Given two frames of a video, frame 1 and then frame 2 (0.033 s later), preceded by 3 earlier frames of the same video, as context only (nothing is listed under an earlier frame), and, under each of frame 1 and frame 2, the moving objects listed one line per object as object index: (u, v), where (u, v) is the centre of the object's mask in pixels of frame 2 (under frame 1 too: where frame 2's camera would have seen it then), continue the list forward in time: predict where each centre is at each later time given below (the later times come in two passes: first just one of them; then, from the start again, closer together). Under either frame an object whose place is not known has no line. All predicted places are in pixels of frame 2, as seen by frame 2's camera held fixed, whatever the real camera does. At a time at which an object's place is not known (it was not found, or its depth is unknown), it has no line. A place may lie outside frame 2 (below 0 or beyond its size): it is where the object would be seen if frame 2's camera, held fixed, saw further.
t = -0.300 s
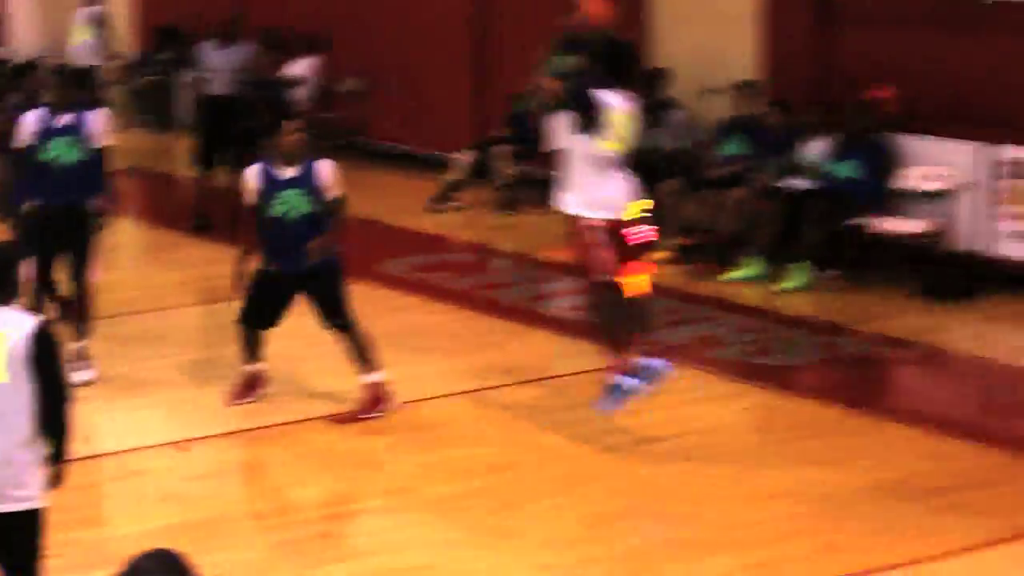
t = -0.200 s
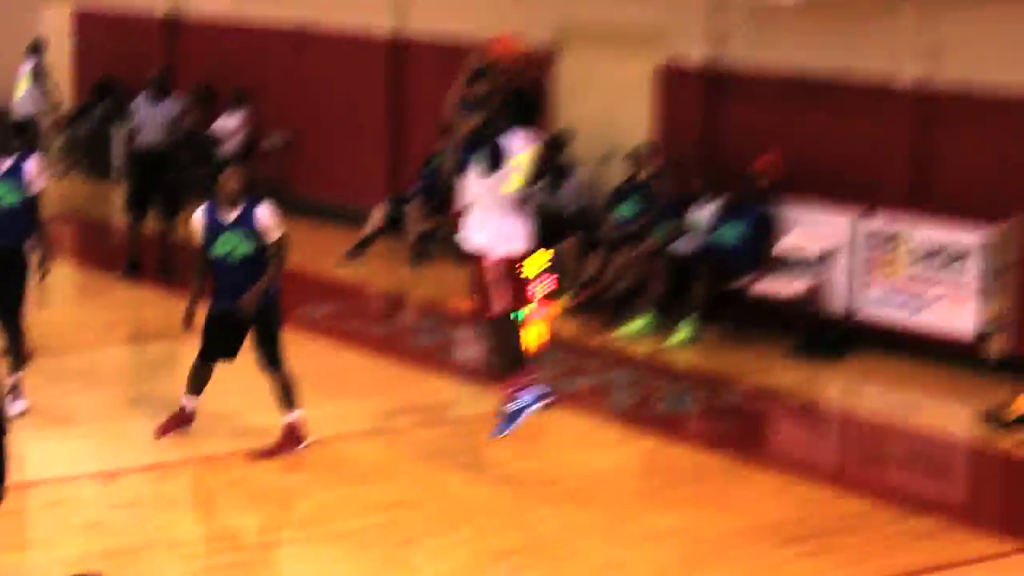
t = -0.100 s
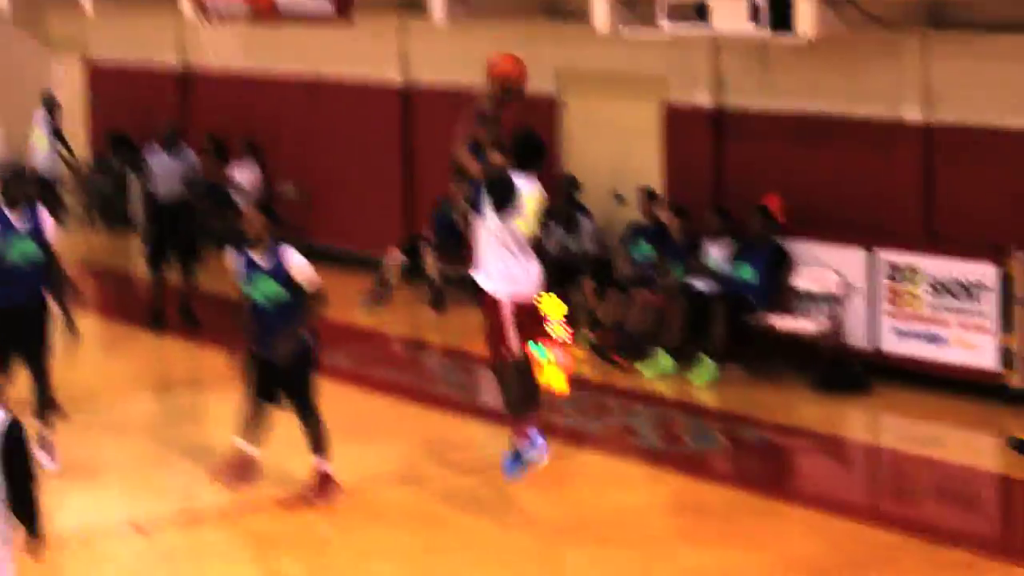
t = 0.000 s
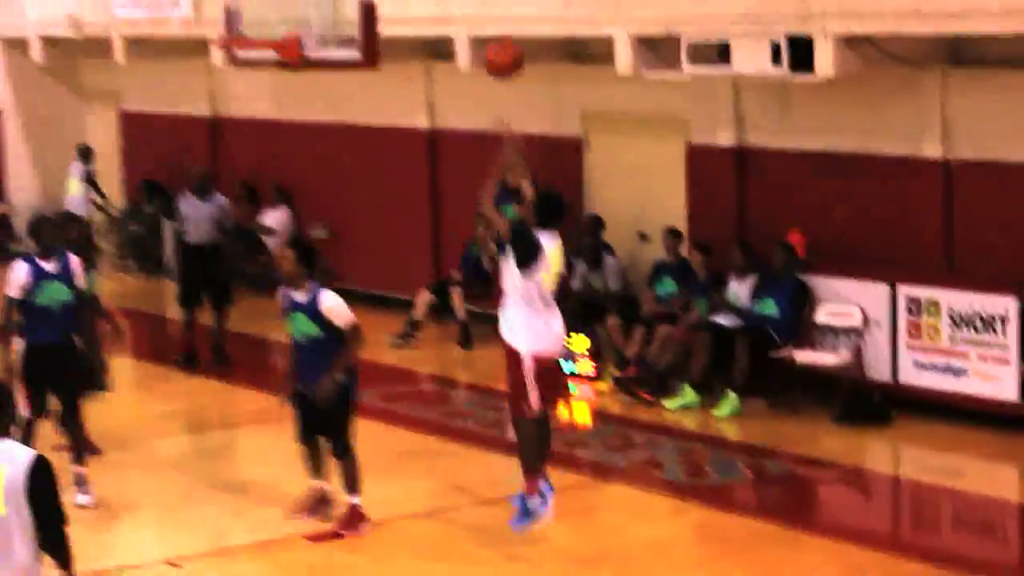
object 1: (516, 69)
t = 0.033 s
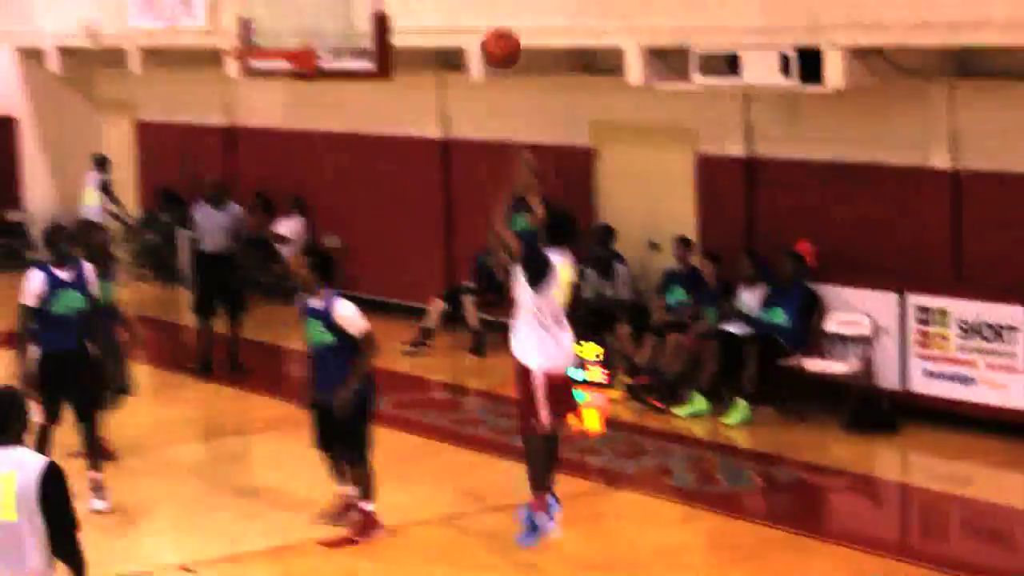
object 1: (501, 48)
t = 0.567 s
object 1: (316, -34)
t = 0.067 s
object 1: (487, 29)
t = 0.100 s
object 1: (474, 12)
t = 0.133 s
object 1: (461, -3)
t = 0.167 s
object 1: (449, -15)
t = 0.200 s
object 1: (436, -25)
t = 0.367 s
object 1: (379, -48)
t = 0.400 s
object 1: (366, -51)
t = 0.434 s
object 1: (357, -51)
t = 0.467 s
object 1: (347, -50)
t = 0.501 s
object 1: (336, -47)
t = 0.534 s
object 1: (326, -40)
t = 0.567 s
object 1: (316, -34)
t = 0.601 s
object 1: (307, -28)
